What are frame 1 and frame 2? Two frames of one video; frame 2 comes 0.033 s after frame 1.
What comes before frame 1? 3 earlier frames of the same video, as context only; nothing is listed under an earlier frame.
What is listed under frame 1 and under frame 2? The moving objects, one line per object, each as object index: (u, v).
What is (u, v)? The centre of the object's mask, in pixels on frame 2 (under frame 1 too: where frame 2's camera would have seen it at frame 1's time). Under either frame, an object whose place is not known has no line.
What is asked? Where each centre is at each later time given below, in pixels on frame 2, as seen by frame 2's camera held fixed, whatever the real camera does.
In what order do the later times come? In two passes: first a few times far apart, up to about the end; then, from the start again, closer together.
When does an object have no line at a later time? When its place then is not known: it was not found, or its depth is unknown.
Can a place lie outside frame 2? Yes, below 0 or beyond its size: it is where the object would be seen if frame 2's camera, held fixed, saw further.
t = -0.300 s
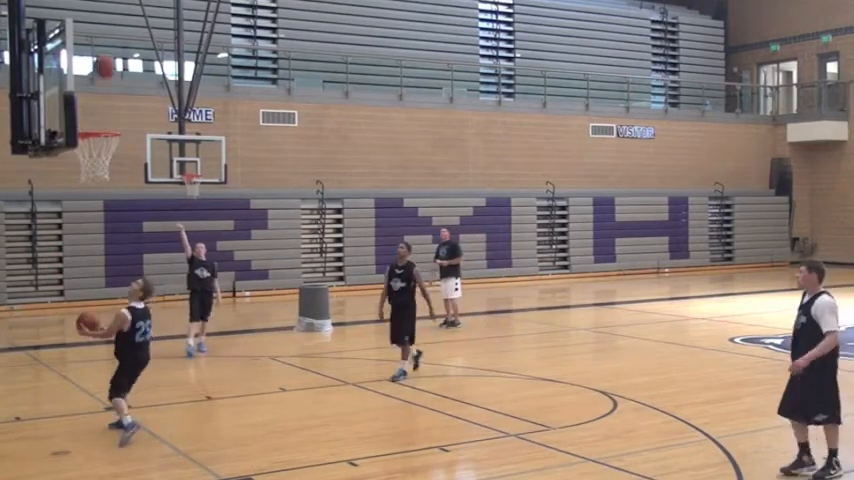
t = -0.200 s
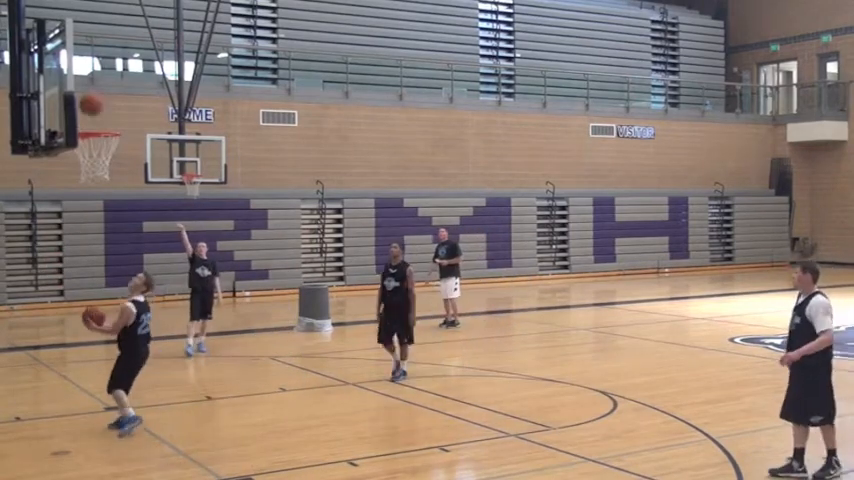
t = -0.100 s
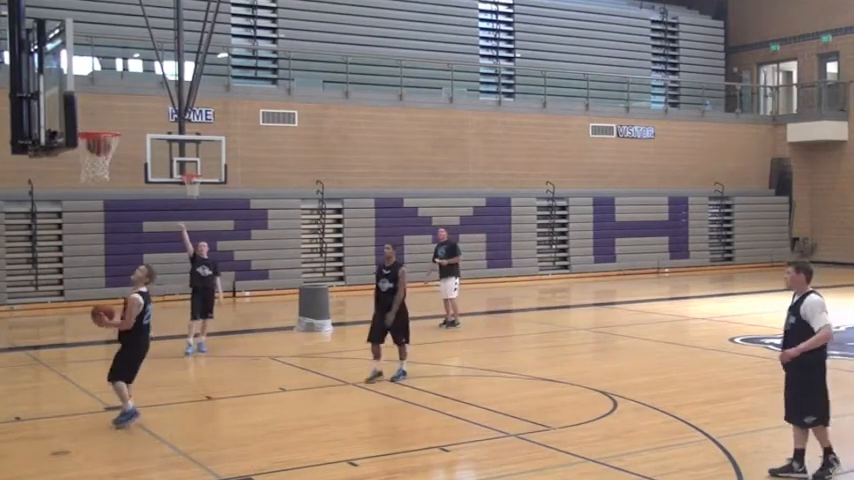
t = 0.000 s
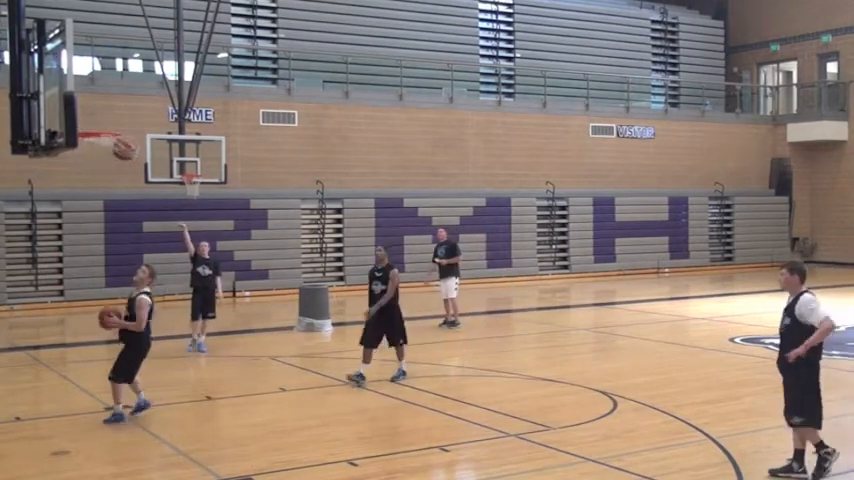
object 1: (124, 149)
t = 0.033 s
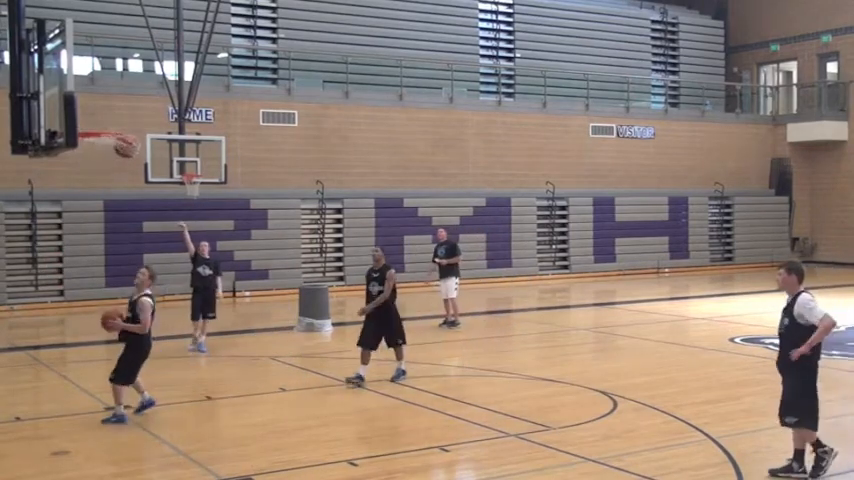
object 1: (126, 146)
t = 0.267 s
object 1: (111, 174)
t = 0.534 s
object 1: (84, 266)
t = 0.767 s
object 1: (64, 404)
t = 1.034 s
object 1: (43, 335)
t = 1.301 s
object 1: (26, 267)
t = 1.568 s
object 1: (9, 271)
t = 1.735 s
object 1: (5, 312)
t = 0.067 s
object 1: (126, 146)
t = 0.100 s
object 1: (125, 147)
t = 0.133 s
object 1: (122, 151)
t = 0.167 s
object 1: (119, 155)
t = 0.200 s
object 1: (116, 159)
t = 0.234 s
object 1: (114, 166)
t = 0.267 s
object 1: (111, 174)
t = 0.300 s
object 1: (107, 182)
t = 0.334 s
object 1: (104, 188)
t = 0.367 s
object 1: (101, 198)
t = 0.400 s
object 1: (98, 210)
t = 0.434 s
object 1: (96, 222)
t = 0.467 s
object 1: (90, 236)
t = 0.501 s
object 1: (87, 250)
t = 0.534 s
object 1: (84, 266)
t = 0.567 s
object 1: (82, 281)
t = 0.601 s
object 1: (79, 299)
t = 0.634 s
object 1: (75, 318)
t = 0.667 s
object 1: (73, 338)
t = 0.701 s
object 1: (70, 359)
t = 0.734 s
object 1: (67, 381)
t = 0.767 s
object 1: (64, 404)
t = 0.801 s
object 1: (62, 428)
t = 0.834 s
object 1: (59, 428)
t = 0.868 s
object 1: (57, 410)
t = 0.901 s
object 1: (54, 392)
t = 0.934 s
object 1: (51, 376)
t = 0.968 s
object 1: (49, 361)
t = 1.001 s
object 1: (45, 347)
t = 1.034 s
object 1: (43, 335)
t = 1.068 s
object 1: (41, 322)
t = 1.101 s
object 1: (39, 310)
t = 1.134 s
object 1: (37, 301)
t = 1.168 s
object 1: (35, 292)
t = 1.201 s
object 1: (32, 283)
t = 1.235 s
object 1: (31, 277)
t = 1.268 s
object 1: (28, 272)
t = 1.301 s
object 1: (26, 267)
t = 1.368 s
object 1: (22, 261)
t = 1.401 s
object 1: (20, 260)
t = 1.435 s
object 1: (17, 260)
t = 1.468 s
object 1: (15, 260)
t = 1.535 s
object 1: (11, 266)
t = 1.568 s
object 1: (9, 271)
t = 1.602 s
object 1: (8, 275)
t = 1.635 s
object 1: (7, 282)
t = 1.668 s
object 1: (7, 291)
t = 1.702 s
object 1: (6, 300)
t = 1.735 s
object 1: (5, 312)
